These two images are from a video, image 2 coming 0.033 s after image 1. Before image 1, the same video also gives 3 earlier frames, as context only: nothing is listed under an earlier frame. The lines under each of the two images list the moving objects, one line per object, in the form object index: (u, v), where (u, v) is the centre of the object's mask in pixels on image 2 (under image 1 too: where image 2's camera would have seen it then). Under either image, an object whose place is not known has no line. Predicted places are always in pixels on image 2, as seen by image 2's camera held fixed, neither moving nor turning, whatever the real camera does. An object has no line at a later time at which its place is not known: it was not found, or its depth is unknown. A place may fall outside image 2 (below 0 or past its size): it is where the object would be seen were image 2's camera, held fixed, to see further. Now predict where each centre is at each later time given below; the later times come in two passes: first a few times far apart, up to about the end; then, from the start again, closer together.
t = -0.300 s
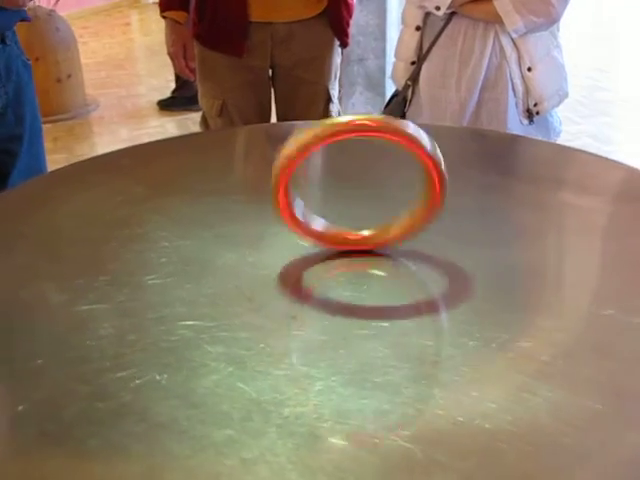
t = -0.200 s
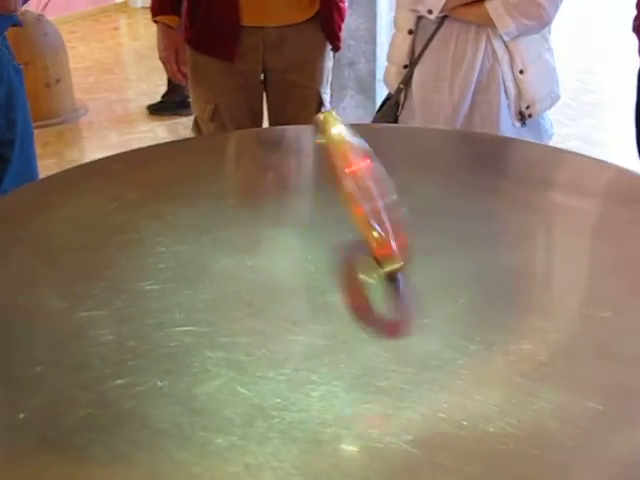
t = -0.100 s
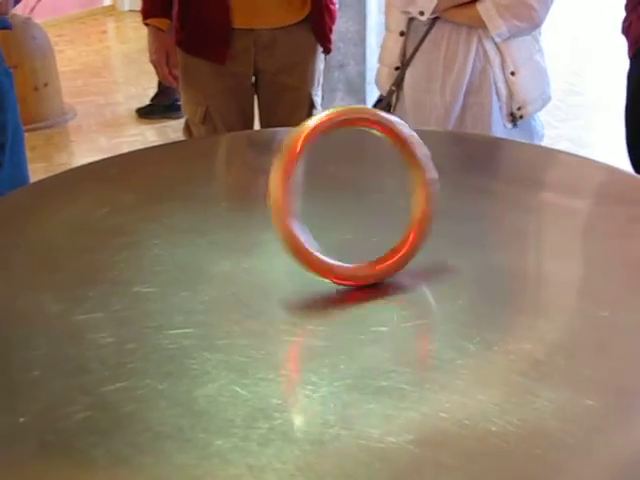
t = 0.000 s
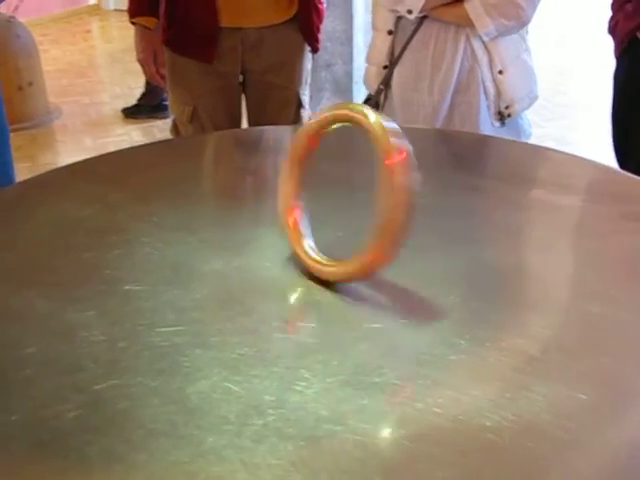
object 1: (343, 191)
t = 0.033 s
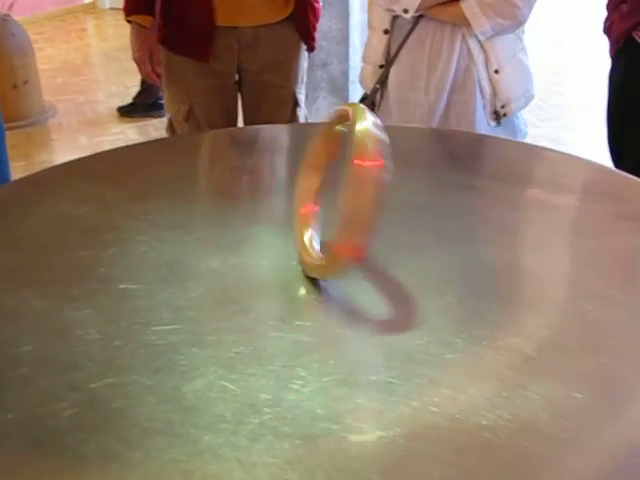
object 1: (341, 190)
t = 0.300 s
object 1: (331, 194)
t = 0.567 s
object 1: (309, 186)
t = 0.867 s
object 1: (307, 191)
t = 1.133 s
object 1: (313, 182)
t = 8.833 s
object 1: (311, 203)
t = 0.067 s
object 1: (330, 189)
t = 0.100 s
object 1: (330, 185)
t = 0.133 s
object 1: (331, 184)
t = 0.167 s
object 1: (336, 183)
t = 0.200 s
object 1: (339, 184)
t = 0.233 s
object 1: (341, 185)
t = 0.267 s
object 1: (341, 189)
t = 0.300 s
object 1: (331, 194)
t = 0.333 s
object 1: (325, 193)
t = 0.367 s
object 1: (324, 194)
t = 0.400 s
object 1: (324, 195)
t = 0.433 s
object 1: (324, 194)
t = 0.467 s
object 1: (323, 194)
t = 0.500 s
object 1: (320, 193)
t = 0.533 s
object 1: (311, 188)
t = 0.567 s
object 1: (309, 186)
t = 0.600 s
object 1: (312, 184)
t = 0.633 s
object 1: (315, 183)
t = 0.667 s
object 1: (318, 183)
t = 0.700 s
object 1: (320, 185)
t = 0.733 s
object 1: (317, 187)
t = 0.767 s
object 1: (311, 190)
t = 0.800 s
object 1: (307, 189)
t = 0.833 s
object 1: (307, 191)
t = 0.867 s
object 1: (307, 191)
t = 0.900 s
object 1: (308, 191)
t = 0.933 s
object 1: (307, 190)
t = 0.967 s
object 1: (305, 187)
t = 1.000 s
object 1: (299, 185)
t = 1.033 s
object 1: (302, 183)
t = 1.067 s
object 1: (304, 182)
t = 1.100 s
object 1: (308, 181)
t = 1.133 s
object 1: (313, 182)
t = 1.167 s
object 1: (313, 183)
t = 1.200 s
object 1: (311, 189)
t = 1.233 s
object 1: (307, 188)
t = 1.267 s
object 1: (306, 188)
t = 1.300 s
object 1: (307, 189)
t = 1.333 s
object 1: (308, 189)
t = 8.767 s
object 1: (316, 210)
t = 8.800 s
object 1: (314, 206)
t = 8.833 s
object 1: (311, 203)
